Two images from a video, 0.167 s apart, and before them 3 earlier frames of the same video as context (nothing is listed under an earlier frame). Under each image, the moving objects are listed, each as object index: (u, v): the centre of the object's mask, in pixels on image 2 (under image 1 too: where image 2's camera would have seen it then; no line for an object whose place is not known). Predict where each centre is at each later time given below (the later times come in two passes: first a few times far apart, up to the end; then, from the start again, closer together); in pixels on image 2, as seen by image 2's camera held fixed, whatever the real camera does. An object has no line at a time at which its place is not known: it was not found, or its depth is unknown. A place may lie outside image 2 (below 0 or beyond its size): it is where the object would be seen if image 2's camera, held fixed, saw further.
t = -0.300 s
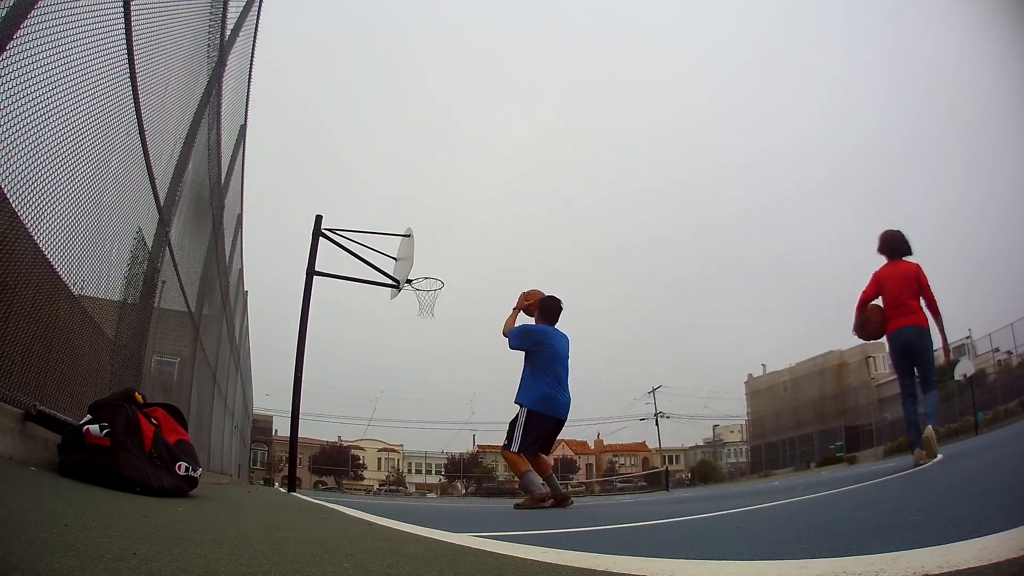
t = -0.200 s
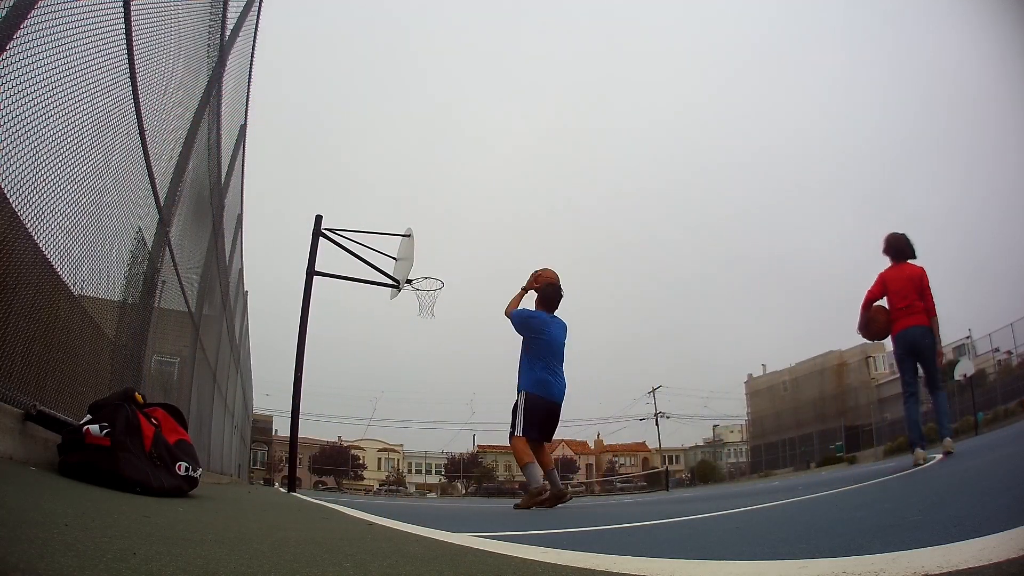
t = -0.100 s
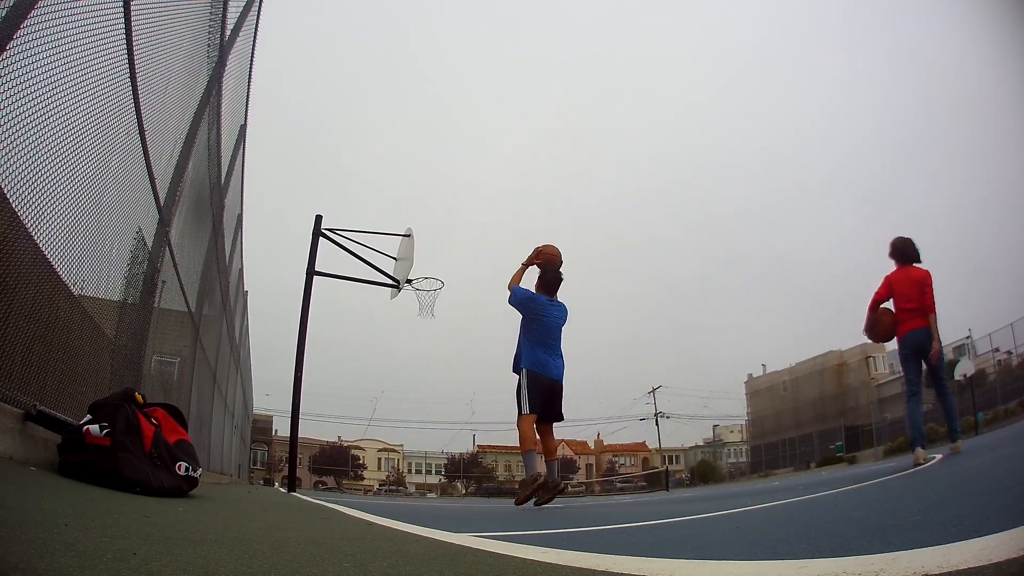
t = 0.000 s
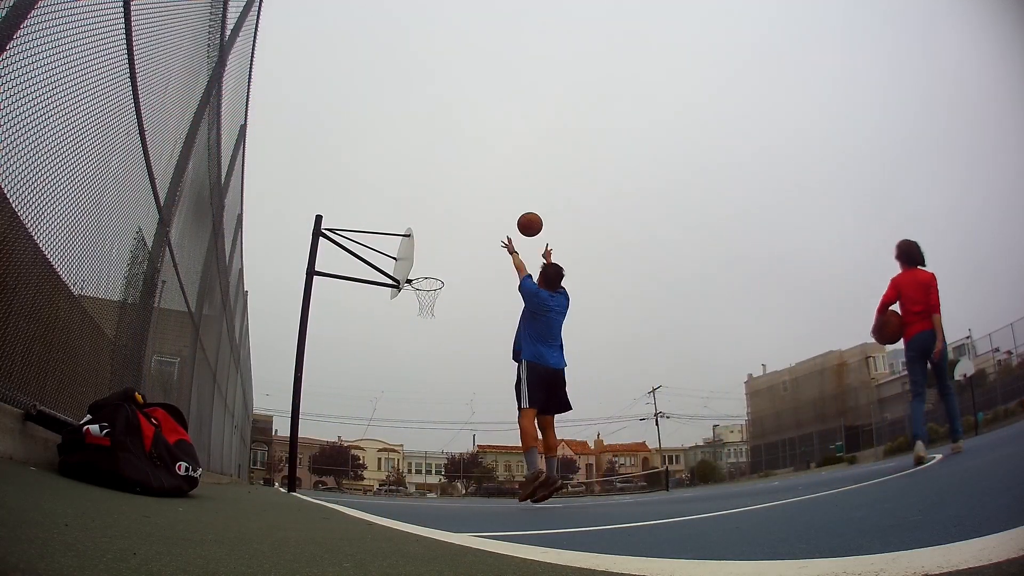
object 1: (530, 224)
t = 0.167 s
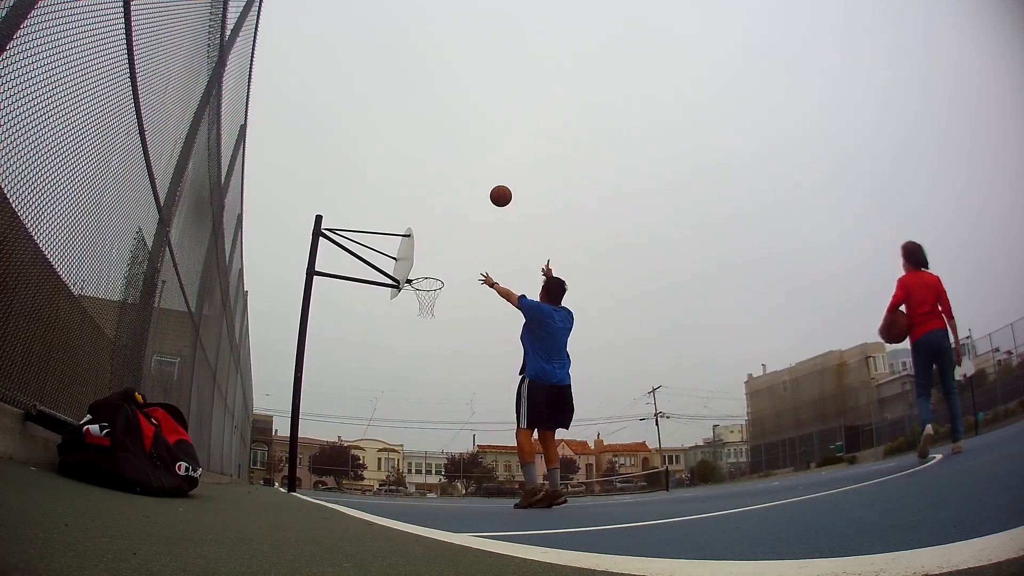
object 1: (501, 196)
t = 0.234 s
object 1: (491, 192)
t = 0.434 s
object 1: (466, 200)
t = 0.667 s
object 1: (442, 240)
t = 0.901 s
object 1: (420, 303)
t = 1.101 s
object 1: (419, 324)
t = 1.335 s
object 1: (418, 383)
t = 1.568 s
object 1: (416, 479)
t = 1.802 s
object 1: (423, 431)
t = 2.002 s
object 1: (430, 391)
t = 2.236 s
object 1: (437, 379)
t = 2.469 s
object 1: (445, 406)
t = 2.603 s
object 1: (449, 442)
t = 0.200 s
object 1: (496, 194)
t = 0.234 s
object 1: (491, 192)
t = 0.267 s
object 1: (486, 192)
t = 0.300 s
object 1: (482, 192)
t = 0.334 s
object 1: (478, 193)
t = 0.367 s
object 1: (474, 195)
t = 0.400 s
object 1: (470, 197)
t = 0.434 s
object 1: (466, 200)
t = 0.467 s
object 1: (462, 204)
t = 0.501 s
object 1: (459, 209)
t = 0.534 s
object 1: (455, 214)
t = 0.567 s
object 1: (452, 219)
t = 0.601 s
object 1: (448, 226)
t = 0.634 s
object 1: (445, 232)
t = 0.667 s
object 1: (442, 240)
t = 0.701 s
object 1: (438, 248)
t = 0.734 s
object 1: (435, 256)
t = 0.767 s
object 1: (432, 265)
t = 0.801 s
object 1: (428, 275)
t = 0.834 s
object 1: (425, 286)
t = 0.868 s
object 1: (422, 297)
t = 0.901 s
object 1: (420, 303)
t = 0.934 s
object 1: (420, 305)
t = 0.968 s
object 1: (420, 308)
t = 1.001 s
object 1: (420, 311)
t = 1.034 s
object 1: (420, 314)
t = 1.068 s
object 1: (420, 319)
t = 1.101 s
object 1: (419, 324)
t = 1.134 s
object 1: (419, 331)
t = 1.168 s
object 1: (419, 337)
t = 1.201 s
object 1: (419, 345)
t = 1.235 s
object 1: (418, 353)
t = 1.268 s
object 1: (418, 362)
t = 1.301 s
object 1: (418, 372)
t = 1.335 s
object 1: (418, 383)
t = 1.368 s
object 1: (418, 394)
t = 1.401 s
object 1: (417, 407)
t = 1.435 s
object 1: (417, 420)
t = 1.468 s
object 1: (417, 434)
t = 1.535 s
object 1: (416, 464)
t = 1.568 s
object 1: (416, 479)
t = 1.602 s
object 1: (416, 494)
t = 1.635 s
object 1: (417, 483)
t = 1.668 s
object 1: (418, 471)
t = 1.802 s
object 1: (423, 431)
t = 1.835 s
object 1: (424, 422)
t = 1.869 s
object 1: (425, 415)
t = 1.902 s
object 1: (426, 408)
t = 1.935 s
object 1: (427, 401)
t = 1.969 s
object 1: (428, 396)
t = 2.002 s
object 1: (430, 391)
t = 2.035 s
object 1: (431, 387)
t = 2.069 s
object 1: (432, 384)
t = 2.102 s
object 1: (433, 382)
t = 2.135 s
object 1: (434, 380)
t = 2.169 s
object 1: (435, 379)
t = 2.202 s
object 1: (436, 378)
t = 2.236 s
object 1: (437, 379)
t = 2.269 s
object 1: (438, 380)
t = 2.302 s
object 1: (440, 382)
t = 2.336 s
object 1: (441, 385)
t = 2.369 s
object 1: (442, 389)
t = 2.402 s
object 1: (443, 394)
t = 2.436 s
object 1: (444, 399)
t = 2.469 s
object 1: (445, 406)
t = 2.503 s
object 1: (446, 413)
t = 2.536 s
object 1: (447, 422)
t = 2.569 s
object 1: (448, 431)
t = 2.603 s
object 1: (449, 442)
